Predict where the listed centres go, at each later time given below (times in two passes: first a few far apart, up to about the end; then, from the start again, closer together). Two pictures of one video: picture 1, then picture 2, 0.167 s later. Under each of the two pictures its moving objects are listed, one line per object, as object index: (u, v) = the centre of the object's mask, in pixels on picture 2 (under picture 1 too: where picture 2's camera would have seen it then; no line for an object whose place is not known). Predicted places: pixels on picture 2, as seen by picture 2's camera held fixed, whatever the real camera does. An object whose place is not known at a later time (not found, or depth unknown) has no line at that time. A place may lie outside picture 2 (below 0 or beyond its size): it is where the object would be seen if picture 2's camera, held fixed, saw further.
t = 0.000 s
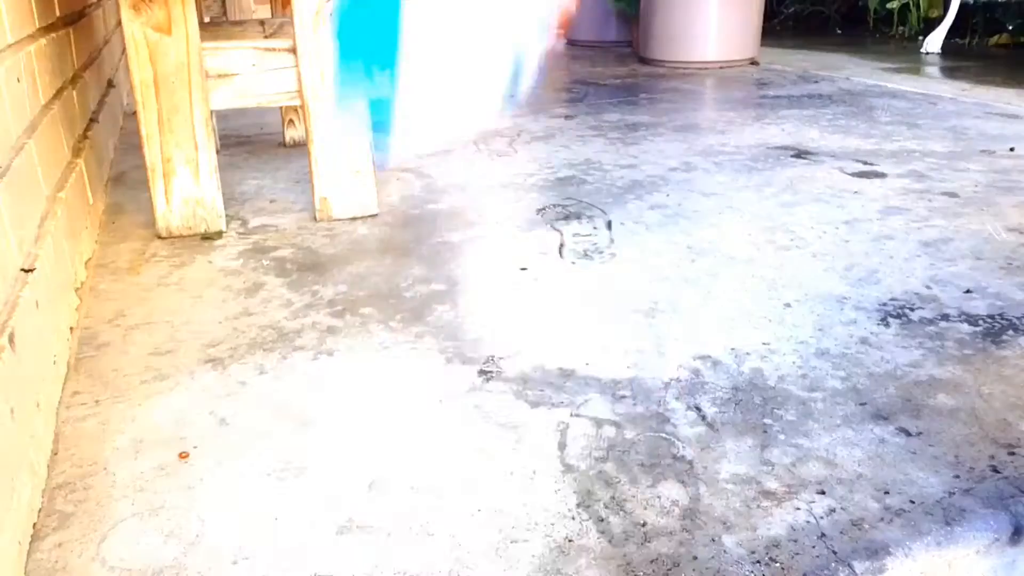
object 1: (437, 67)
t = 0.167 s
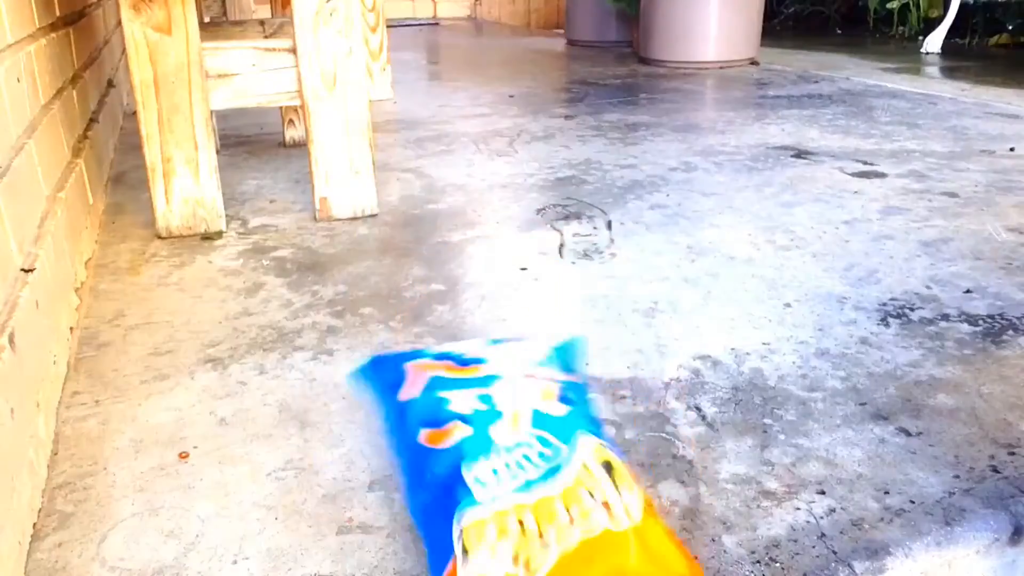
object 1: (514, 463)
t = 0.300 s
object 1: (603, 480)
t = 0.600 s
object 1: (624, 495)
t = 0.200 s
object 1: (535, 460)
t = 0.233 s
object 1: (559, 463)
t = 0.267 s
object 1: (583, 470)
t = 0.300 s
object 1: (603, 480)
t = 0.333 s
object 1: (615, 484)
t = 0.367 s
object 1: (623, 487)
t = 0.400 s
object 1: (627, 490)
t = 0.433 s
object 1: (627, 492)
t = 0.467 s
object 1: (626, 494)
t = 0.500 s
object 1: (625, 494)
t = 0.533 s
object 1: (624, 495)
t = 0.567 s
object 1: (624, 494)
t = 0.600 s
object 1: (624, 495)
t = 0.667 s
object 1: (624, 495)
